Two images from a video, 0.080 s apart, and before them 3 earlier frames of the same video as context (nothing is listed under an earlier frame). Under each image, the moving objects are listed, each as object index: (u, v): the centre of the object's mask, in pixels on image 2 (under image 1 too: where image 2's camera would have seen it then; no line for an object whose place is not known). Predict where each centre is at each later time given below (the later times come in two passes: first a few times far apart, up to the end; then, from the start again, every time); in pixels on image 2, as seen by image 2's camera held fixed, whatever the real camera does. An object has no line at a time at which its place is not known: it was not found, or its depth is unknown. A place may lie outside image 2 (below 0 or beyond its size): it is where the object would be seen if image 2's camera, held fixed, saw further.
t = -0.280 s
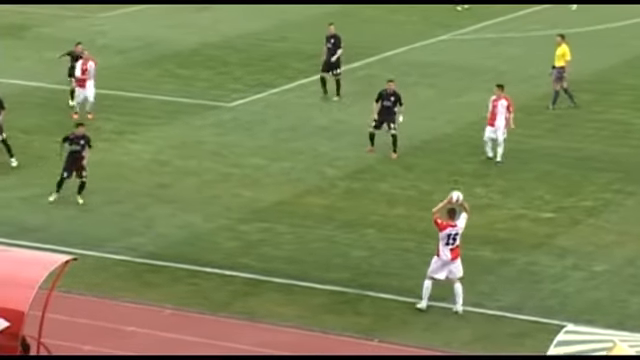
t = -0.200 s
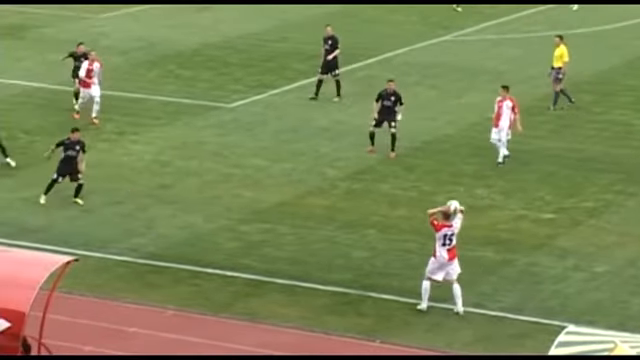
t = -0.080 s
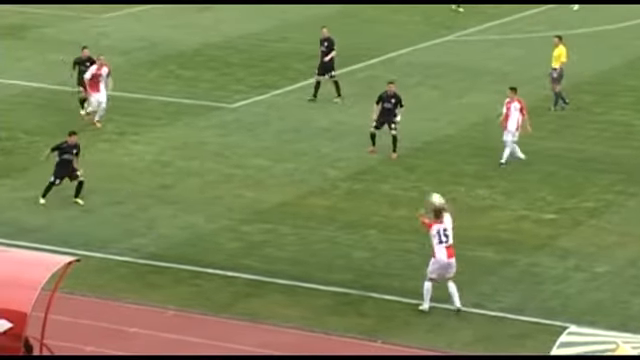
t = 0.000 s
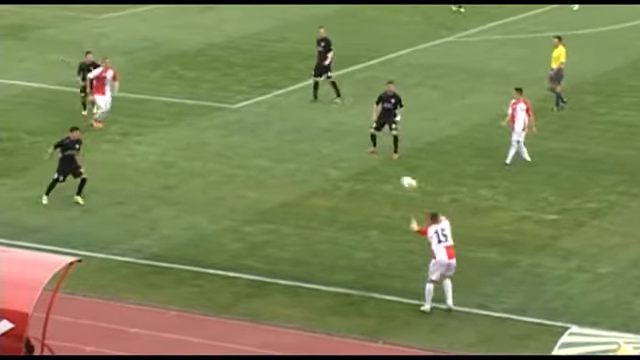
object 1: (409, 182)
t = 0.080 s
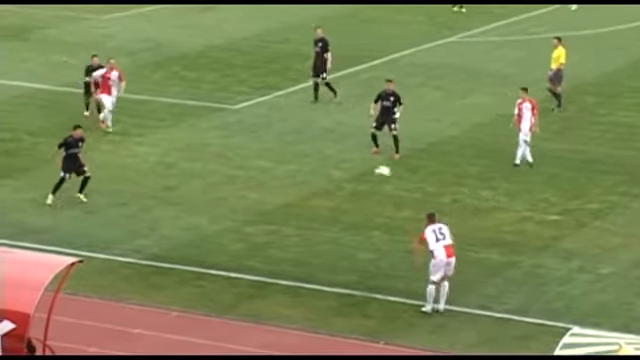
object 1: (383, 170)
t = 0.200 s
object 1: (344, 162)
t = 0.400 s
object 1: (287, 166)
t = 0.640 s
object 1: (232, 186)
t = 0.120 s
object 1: (369, 167)
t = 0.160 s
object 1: (356, 164)
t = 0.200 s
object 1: (344, 162)
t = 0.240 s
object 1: (332, 161)
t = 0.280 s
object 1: (320, 162)
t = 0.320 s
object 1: (308, 162)
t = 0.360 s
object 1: (298, 163)
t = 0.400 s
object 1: (287, 166)
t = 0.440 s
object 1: (277, 169)
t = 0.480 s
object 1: (267, 173)
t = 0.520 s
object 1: (257, 178)
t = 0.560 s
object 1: (248, 183)
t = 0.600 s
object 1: (239, 189)
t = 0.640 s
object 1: (232, 186)
